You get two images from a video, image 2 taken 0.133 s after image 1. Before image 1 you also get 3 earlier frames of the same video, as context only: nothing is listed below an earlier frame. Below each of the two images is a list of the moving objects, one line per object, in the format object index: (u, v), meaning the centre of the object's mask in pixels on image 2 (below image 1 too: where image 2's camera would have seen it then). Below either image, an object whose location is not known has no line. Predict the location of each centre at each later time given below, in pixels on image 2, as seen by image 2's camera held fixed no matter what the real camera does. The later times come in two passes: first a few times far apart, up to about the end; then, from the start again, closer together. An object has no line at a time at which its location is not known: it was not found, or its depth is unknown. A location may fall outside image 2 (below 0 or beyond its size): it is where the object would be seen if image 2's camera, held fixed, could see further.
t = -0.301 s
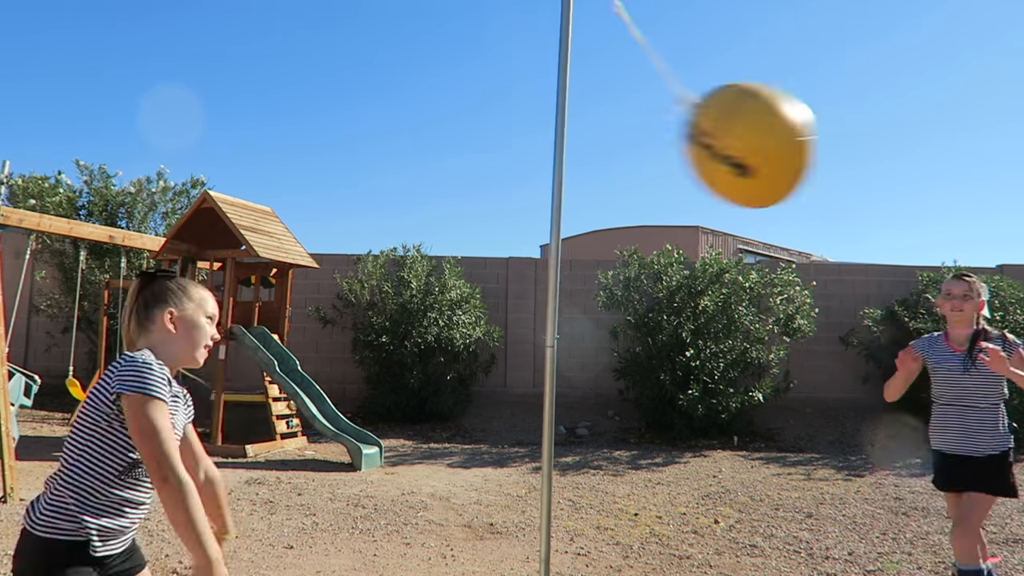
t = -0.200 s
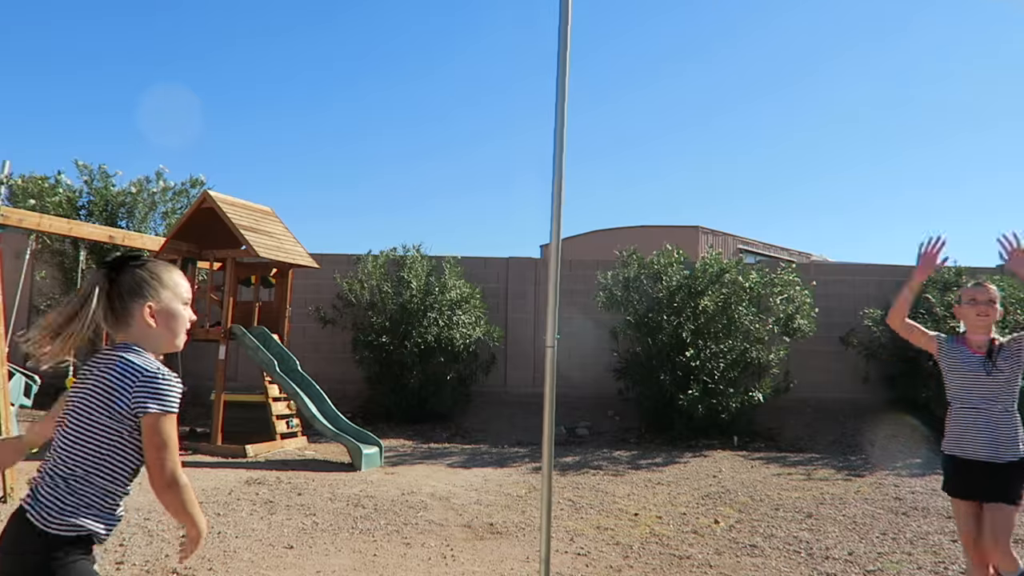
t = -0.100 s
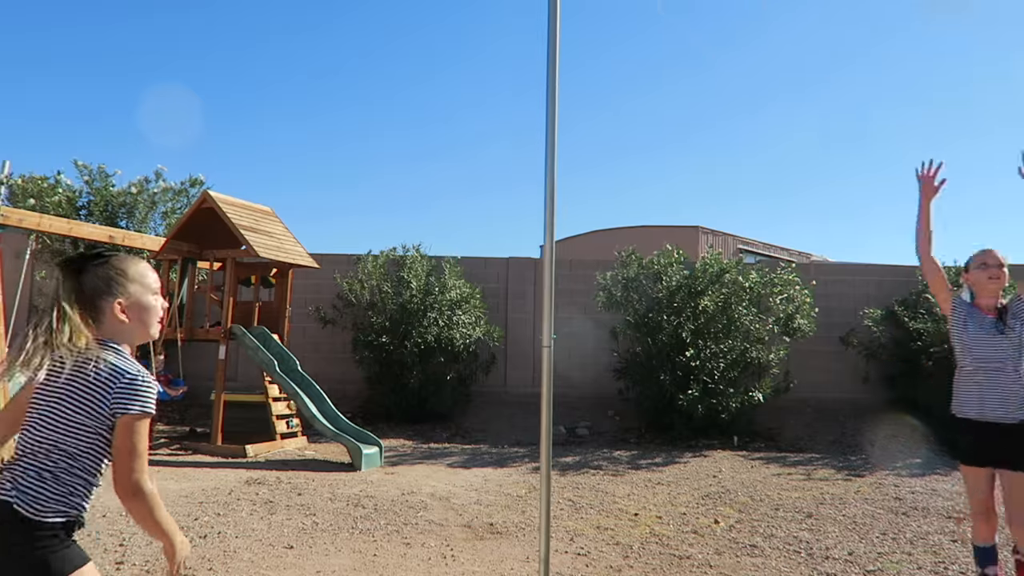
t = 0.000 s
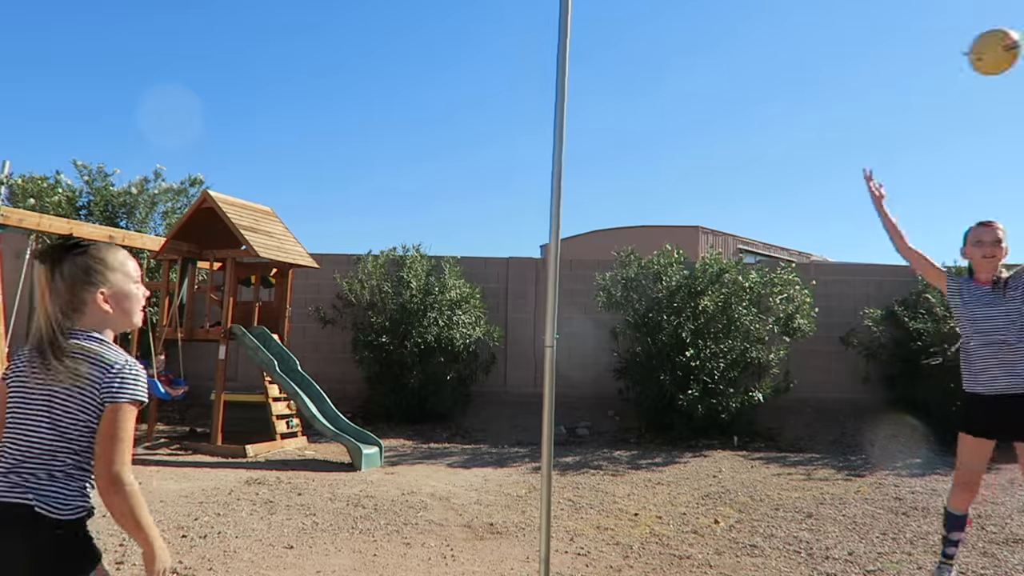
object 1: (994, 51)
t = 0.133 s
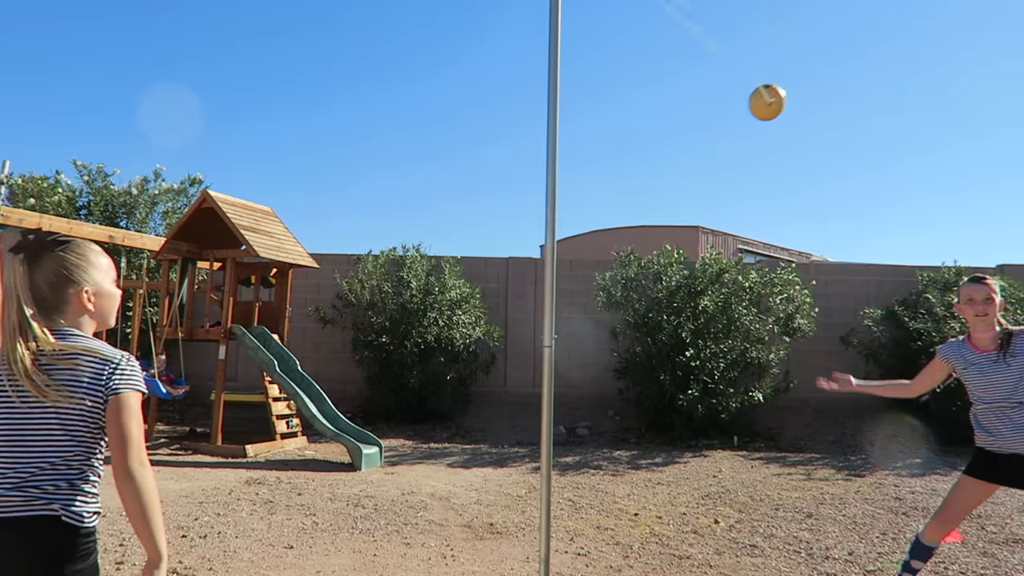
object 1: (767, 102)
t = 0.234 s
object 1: (612, 164)
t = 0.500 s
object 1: (215, 305)
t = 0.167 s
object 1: (711, 125)
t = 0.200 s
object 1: (670, 144)
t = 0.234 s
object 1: (612, 164)
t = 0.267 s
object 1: (571, 179)
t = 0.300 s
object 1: (513, 202)
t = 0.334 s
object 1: (469, 221)
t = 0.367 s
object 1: (424, 243)
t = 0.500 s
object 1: (215, 305)
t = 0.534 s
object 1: (162, 305)
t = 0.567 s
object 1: (128, 297)
